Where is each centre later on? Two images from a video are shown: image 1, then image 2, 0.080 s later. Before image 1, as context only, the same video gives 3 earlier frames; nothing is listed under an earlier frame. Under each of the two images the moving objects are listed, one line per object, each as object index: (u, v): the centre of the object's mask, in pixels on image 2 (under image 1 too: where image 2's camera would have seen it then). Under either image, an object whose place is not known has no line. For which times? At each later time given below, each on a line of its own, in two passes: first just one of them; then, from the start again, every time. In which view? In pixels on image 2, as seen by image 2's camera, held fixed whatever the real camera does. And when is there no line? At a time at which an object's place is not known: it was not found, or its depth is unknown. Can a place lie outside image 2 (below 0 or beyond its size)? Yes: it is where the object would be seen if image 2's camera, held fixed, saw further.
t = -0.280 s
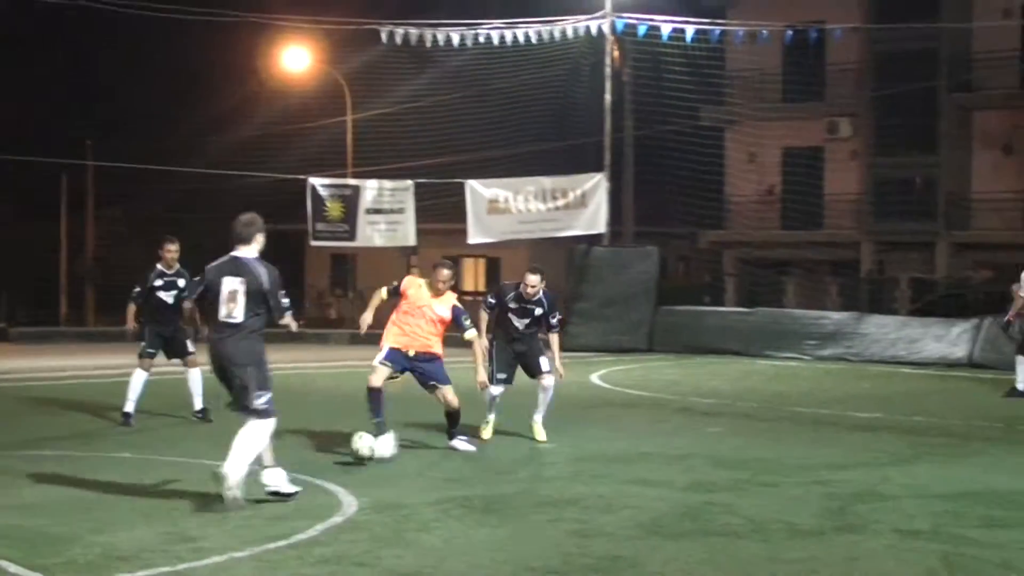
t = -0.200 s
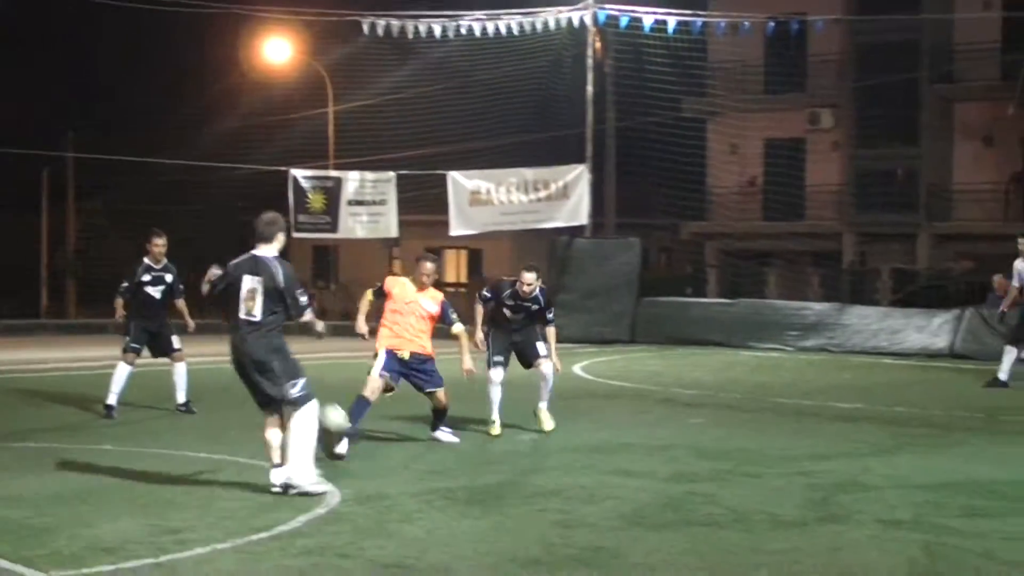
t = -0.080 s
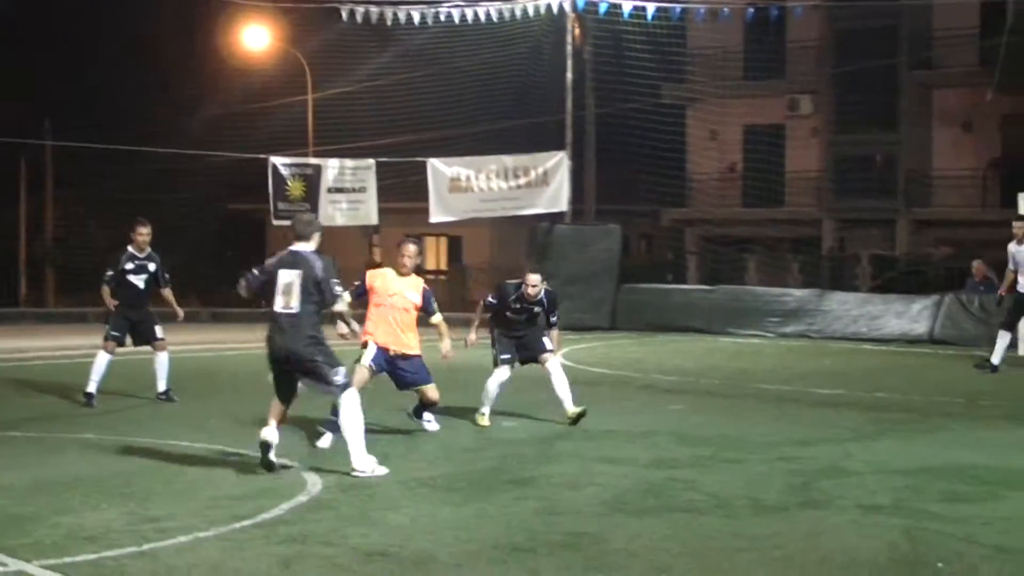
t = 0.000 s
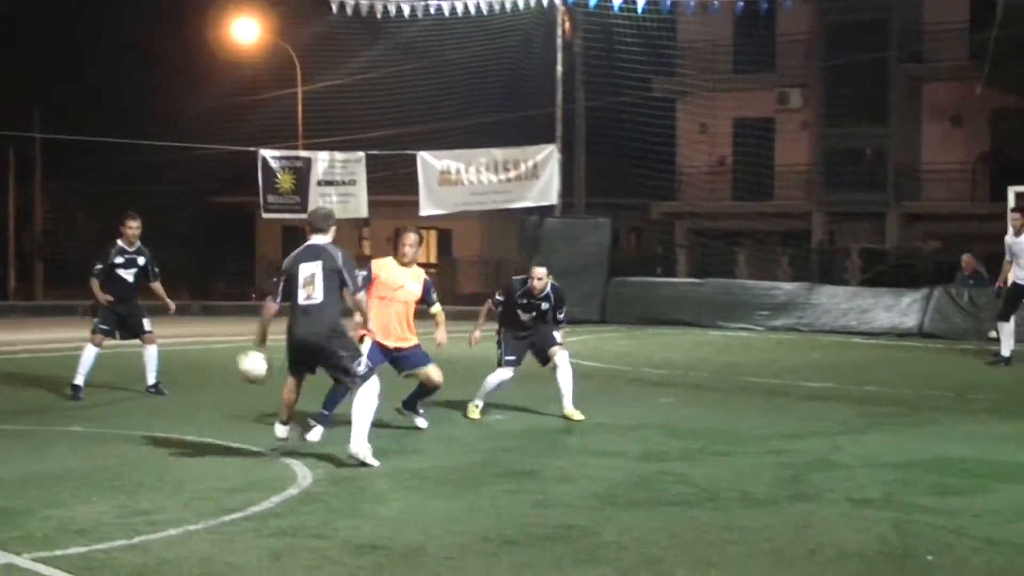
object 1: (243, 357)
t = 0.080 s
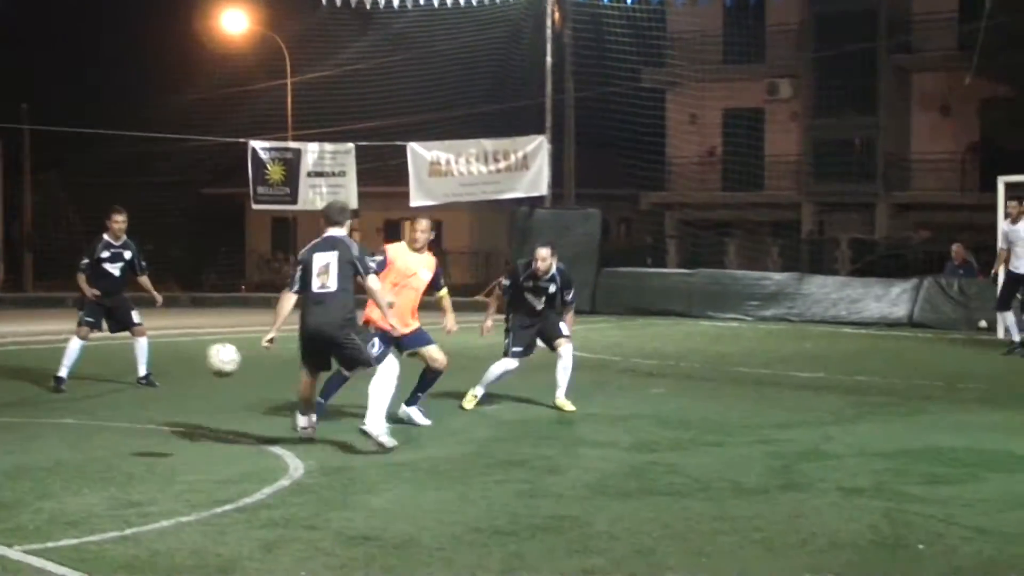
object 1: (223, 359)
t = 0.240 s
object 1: (177, 395)
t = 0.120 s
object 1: (213, 364)
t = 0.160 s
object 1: (201, 371)
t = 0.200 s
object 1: (190, 381)
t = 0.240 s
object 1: (177, 395)
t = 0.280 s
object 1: (163, 412)
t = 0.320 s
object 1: (149, 433)
